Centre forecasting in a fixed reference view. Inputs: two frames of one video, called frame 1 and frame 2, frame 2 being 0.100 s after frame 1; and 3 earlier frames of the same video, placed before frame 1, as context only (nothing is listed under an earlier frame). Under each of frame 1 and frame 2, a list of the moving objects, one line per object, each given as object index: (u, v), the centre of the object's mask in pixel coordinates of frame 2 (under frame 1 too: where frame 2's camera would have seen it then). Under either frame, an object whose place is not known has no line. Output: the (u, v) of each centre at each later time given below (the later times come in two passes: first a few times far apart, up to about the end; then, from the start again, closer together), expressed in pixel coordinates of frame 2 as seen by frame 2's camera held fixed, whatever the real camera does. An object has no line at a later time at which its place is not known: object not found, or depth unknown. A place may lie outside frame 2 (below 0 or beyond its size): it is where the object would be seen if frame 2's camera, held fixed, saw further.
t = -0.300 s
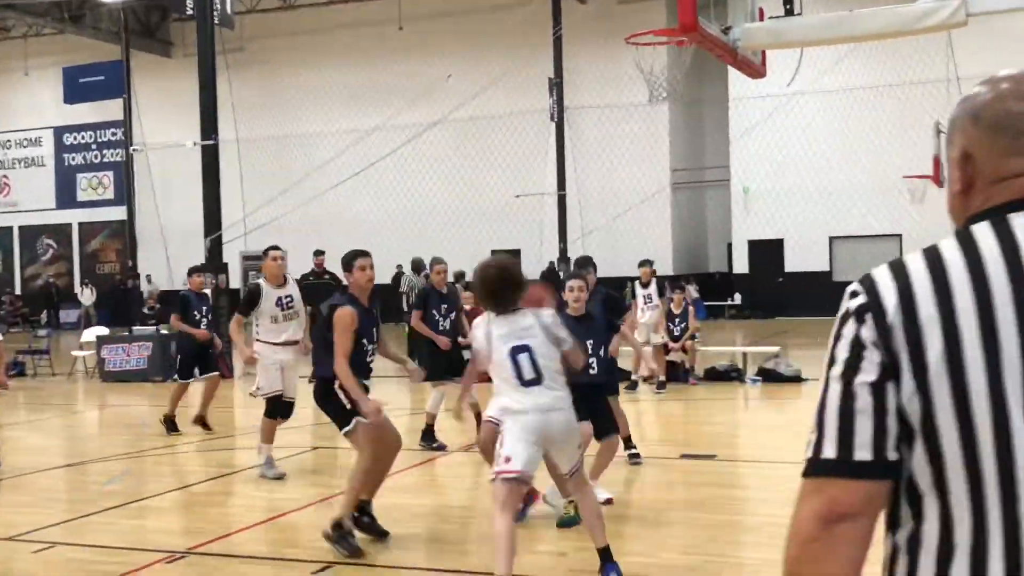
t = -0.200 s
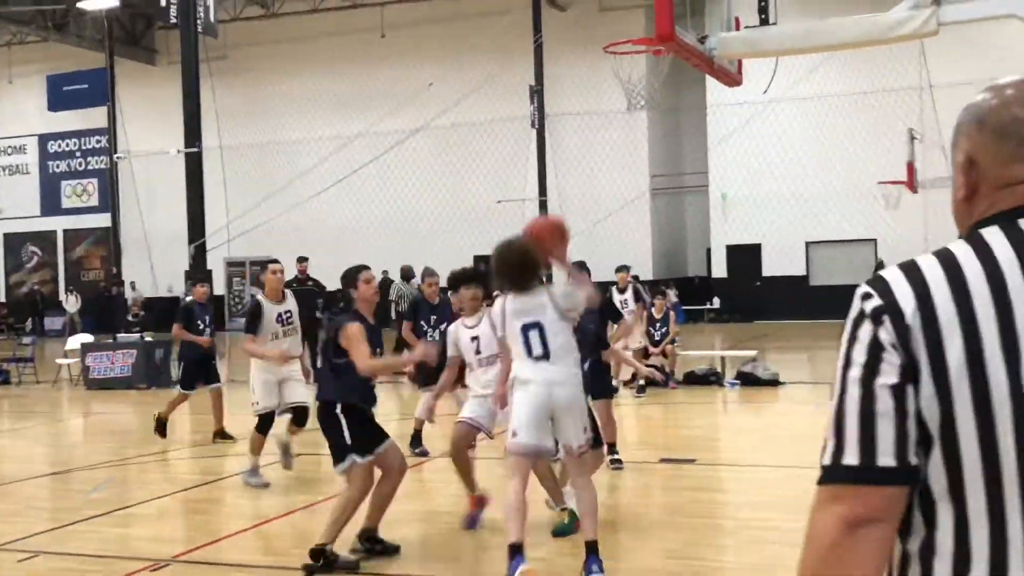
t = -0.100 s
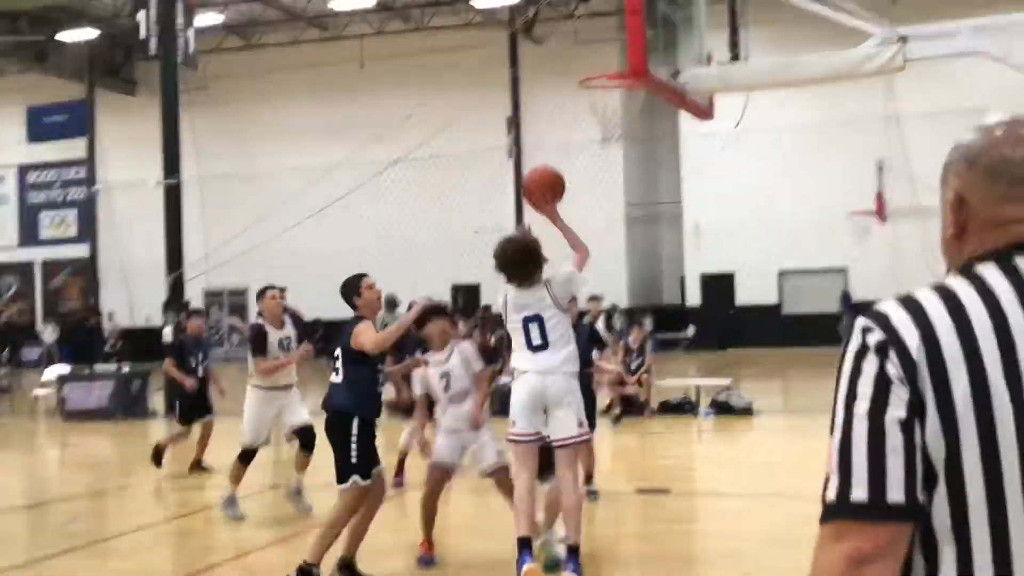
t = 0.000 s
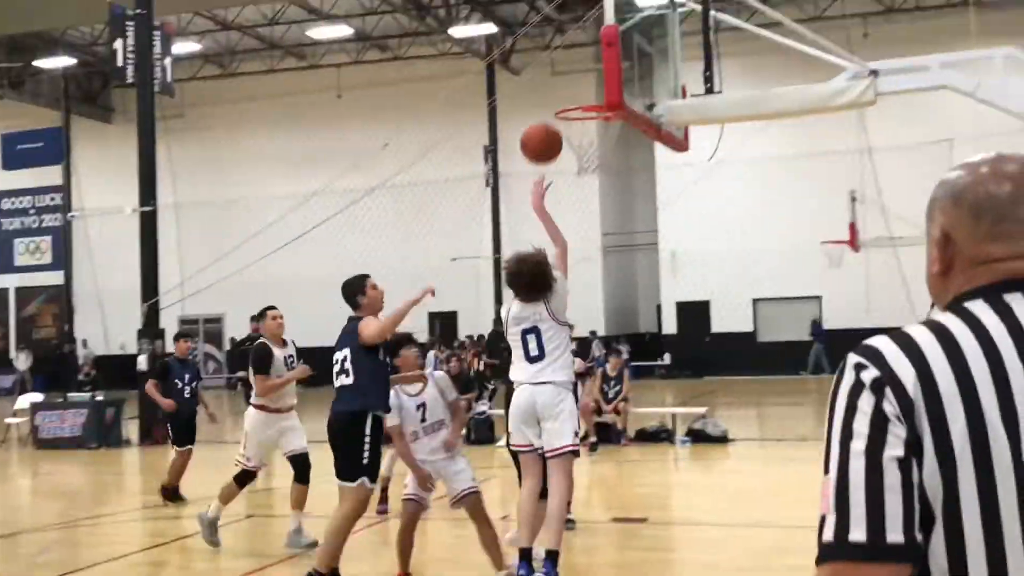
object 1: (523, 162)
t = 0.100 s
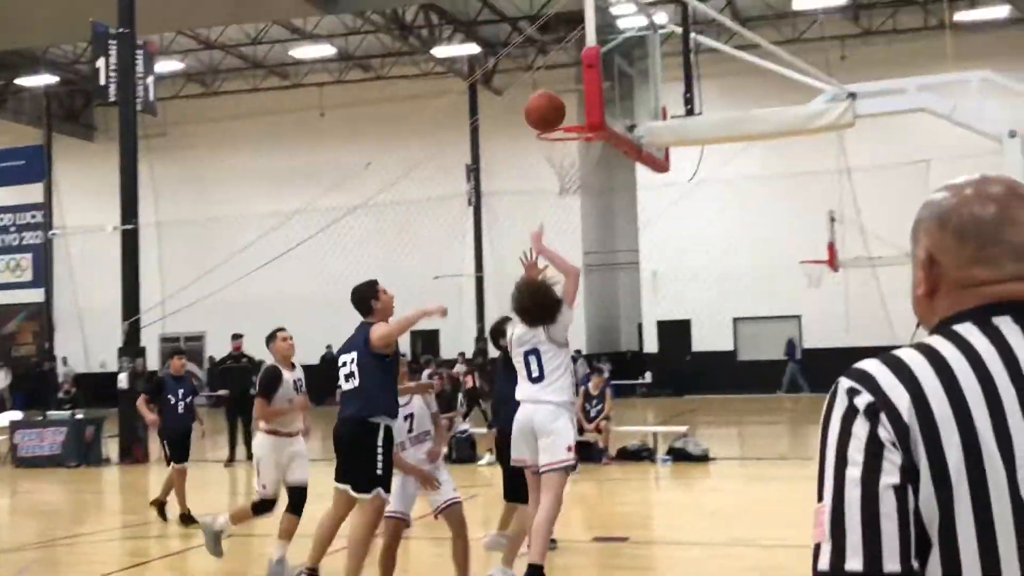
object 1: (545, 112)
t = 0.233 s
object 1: (568, 72)
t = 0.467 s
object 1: (572, 83)
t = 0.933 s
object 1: (546, 164)
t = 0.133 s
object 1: (552, 99)
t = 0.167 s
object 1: (558, 88)
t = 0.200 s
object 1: (564, 78)
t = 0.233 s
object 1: (568, 72)
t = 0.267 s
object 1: (571, 67)
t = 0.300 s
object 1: (572, 65)
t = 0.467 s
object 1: (572, 83)
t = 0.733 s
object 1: (578, 136)
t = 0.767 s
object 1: (576, 137)
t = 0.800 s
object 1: (570, 140)
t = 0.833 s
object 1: (563, 147)
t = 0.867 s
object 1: (556, 152)
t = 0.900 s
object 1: (550, 158)
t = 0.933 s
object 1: (546, 164)
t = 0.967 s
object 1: (545, 165)
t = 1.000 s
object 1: (546, 165)
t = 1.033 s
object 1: (548, 166)
